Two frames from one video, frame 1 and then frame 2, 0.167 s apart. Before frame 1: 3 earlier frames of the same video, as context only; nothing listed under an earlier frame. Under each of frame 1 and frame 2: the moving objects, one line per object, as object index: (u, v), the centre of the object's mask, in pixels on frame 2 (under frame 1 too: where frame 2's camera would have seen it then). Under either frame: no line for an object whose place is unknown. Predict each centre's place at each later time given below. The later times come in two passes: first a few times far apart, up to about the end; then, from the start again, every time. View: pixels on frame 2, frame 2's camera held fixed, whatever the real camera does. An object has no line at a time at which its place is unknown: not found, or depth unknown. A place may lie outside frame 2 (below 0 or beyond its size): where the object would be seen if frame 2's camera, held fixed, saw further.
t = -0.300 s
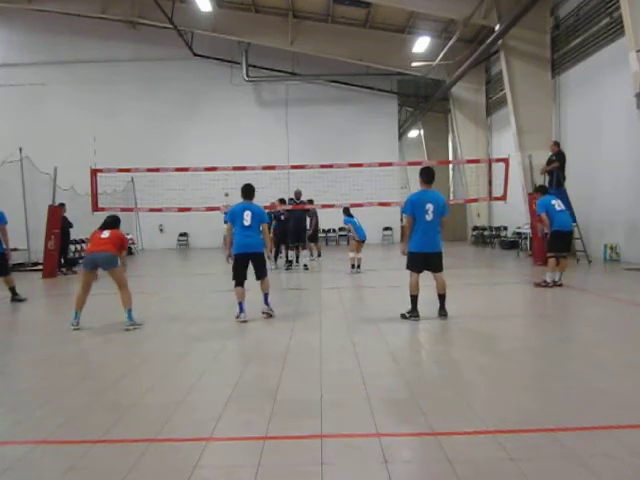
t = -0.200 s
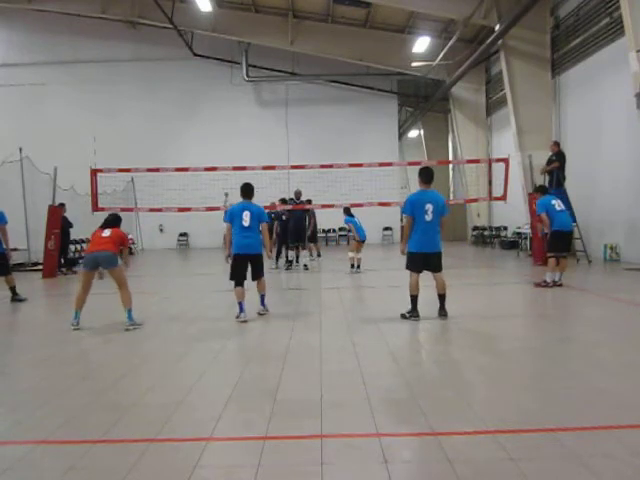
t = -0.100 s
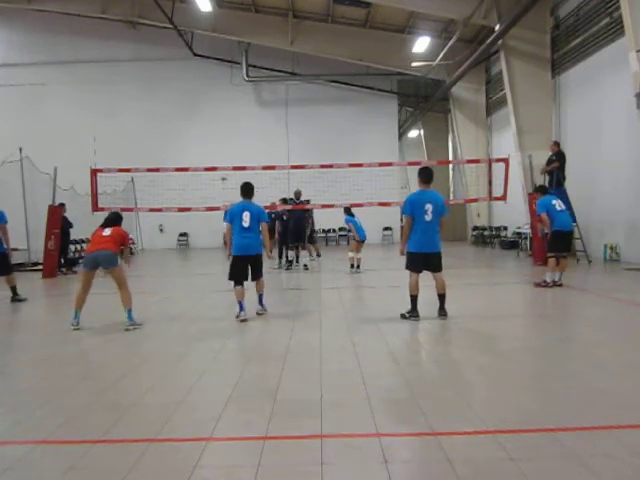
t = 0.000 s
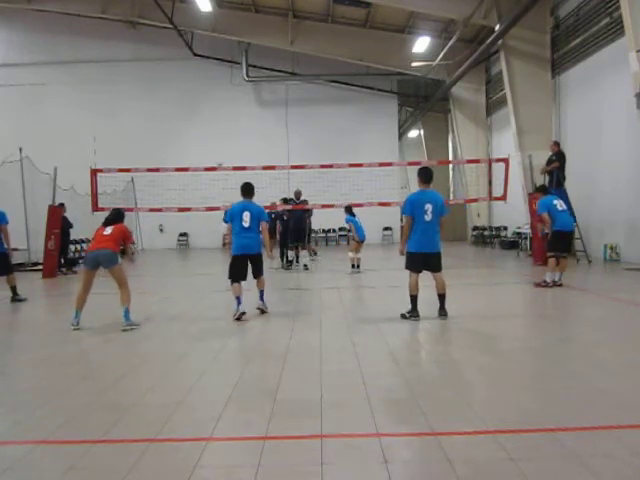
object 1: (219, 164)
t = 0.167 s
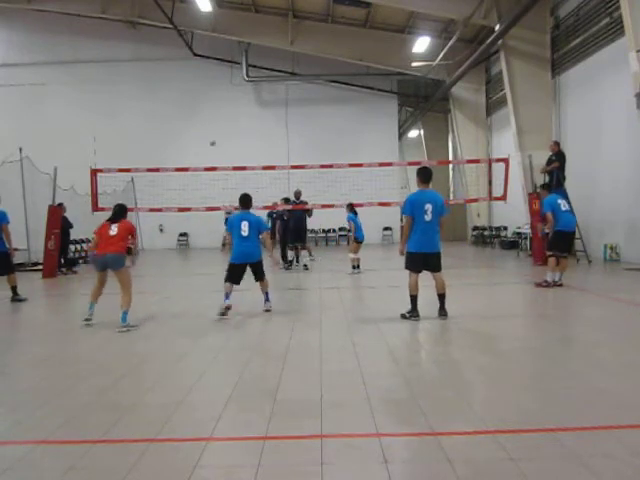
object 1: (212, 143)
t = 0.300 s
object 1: (206, 129)
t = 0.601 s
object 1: (186, 115)
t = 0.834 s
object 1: (165, 129)
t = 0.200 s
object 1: (211, 139)
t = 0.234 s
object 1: (209, 136)
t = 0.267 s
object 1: (207, 133)
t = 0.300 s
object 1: (206, 129)
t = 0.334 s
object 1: (203, 126)
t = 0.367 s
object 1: (201, 124)
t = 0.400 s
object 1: (199, 122)
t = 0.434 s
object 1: (197, 120)
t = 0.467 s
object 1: (195, 118)
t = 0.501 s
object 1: (193, 117)
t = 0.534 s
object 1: (191, 117)
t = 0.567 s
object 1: (188, 116)
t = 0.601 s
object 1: (186, 115)
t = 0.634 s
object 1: (183, 116)
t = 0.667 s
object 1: (181, 117)
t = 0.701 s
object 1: (178, 118)
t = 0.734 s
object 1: (175, 120)
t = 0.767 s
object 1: (173, 122)
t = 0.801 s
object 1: (169, 126)
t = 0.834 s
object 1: (165, 129)
